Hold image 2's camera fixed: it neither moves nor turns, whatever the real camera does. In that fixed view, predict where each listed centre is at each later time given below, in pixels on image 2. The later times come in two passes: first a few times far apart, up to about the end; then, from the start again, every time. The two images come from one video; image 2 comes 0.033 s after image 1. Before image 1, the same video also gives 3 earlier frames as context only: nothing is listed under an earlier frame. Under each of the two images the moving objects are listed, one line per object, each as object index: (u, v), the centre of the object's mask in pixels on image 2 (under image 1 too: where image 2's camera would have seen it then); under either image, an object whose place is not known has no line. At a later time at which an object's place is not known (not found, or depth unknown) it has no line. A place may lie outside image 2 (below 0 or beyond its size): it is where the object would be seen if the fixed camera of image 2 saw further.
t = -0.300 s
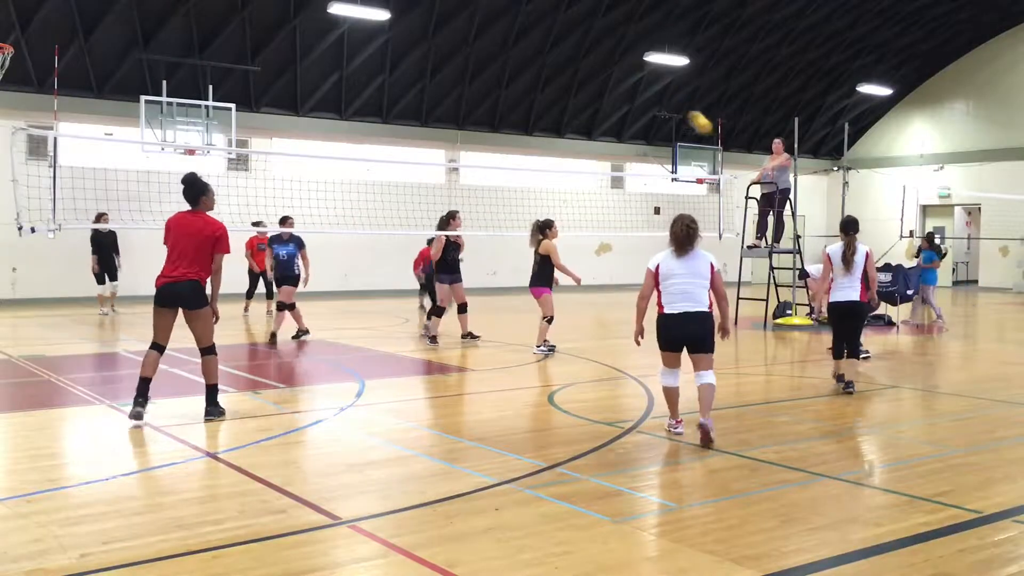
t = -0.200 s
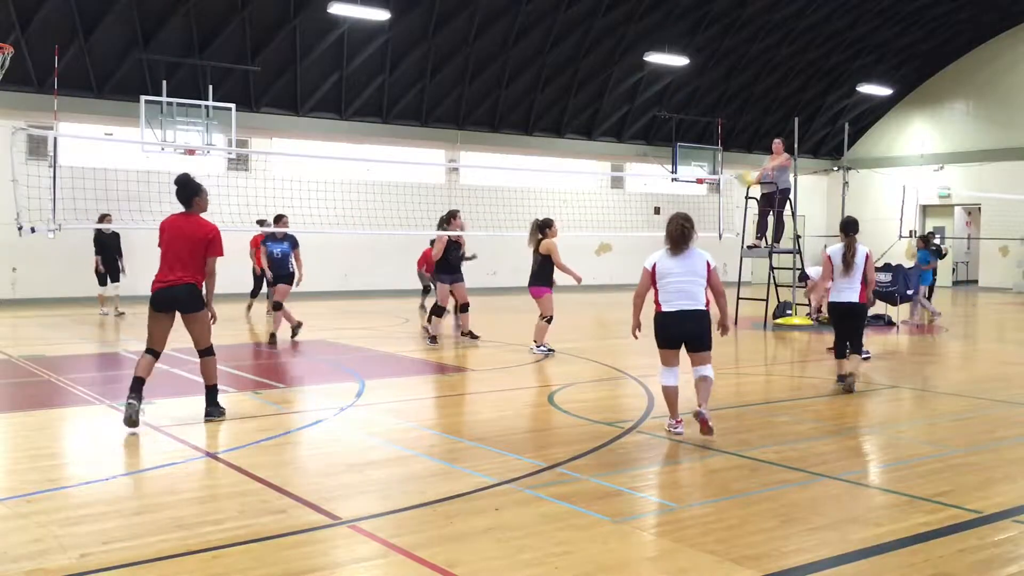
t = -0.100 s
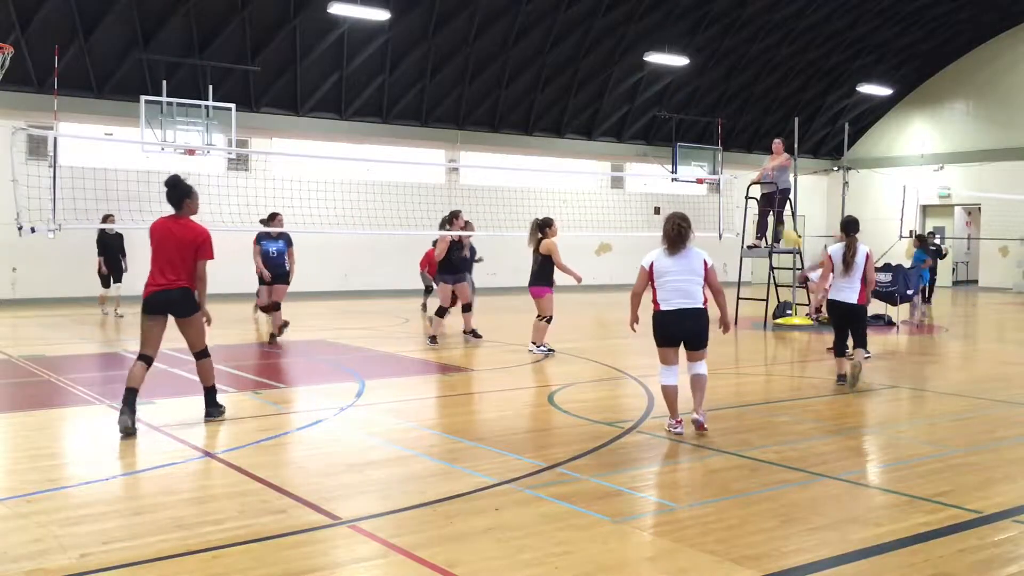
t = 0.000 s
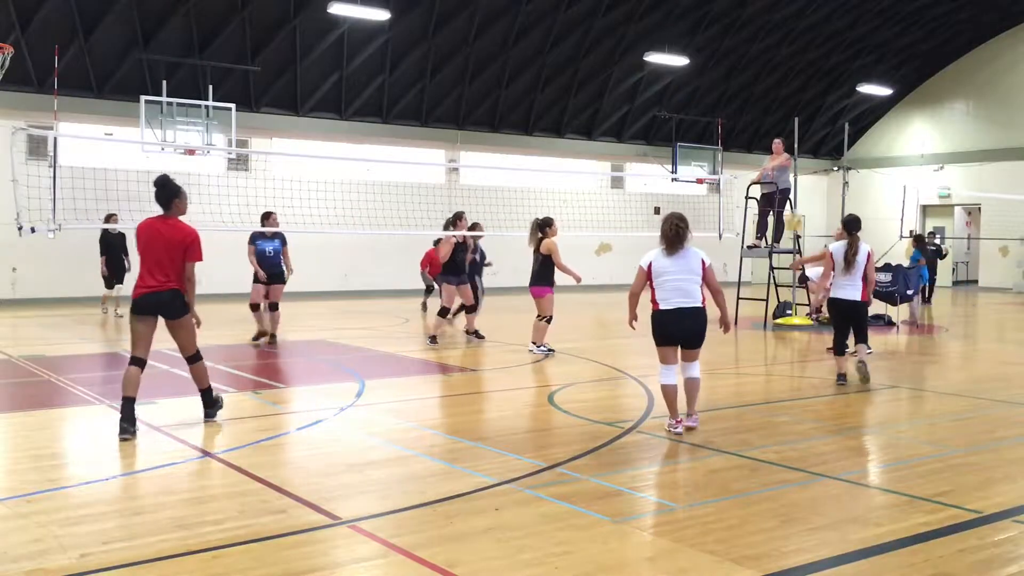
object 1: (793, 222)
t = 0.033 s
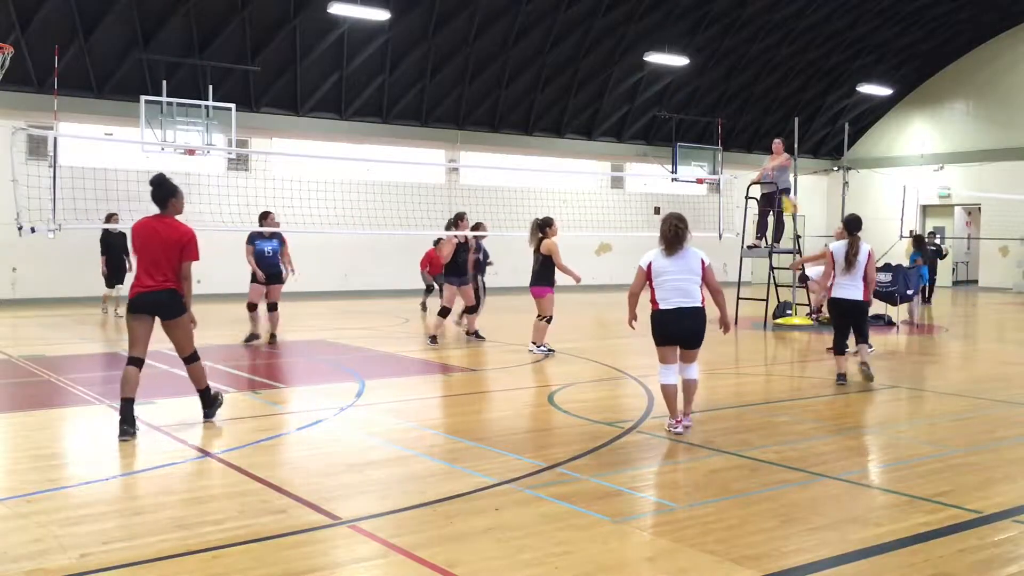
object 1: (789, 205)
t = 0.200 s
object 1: (767, 138)
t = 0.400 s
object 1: (740, 89)
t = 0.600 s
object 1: (713, 72)
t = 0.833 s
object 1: (681, 93)
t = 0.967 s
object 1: (662, 125)
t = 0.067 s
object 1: (784, 190)
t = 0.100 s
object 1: (780, 175)
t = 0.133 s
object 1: (776, 162)
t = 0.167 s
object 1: (771, 148)
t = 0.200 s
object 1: (767, 138)
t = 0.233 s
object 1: (763, 127)
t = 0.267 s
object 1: (758, 118)
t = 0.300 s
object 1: (754, 110)
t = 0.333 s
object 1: (750, 102)
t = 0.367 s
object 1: (745, 95)
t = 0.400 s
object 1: (740, 89)
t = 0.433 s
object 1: (736, 84)
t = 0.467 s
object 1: (731, 80)
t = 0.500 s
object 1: (727, 76)
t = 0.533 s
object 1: (722, 74)
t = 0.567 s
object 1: (718, 72)
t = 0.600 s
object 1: (713, 72)
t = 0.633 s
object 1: (709, 72)
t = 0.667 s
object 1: (704, 74)
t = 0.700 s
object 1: (700, 76)
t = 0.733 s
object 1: (695, 79)
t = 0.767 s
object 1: (690, 83)
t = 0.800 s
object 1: (685, 87)
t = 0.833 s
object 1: (681, 93)
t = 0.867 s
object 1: (676, 100)
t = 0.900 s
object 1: (671, 108)
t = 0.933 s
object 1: (667, 117)
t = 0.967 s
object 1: (662, 125)
